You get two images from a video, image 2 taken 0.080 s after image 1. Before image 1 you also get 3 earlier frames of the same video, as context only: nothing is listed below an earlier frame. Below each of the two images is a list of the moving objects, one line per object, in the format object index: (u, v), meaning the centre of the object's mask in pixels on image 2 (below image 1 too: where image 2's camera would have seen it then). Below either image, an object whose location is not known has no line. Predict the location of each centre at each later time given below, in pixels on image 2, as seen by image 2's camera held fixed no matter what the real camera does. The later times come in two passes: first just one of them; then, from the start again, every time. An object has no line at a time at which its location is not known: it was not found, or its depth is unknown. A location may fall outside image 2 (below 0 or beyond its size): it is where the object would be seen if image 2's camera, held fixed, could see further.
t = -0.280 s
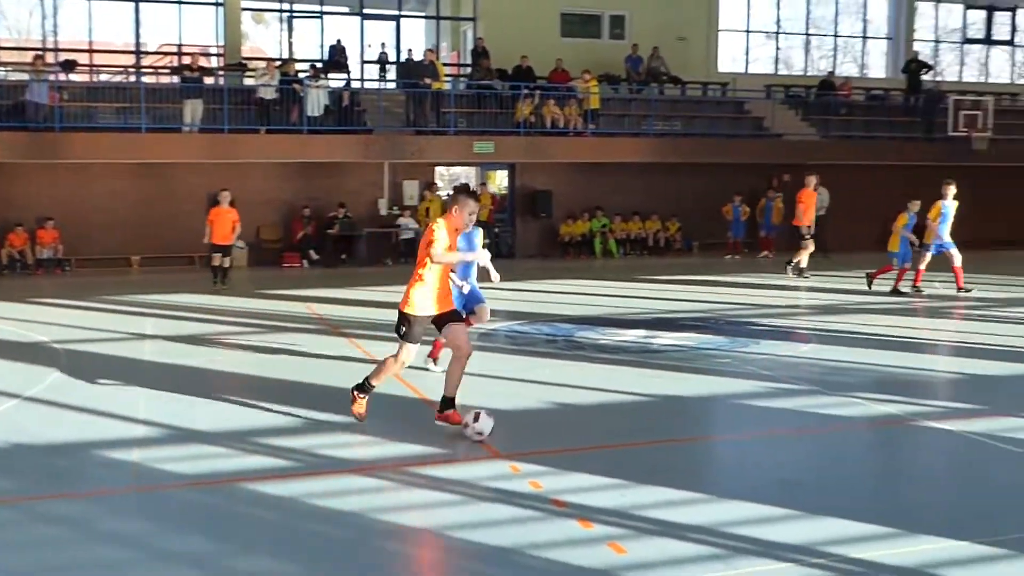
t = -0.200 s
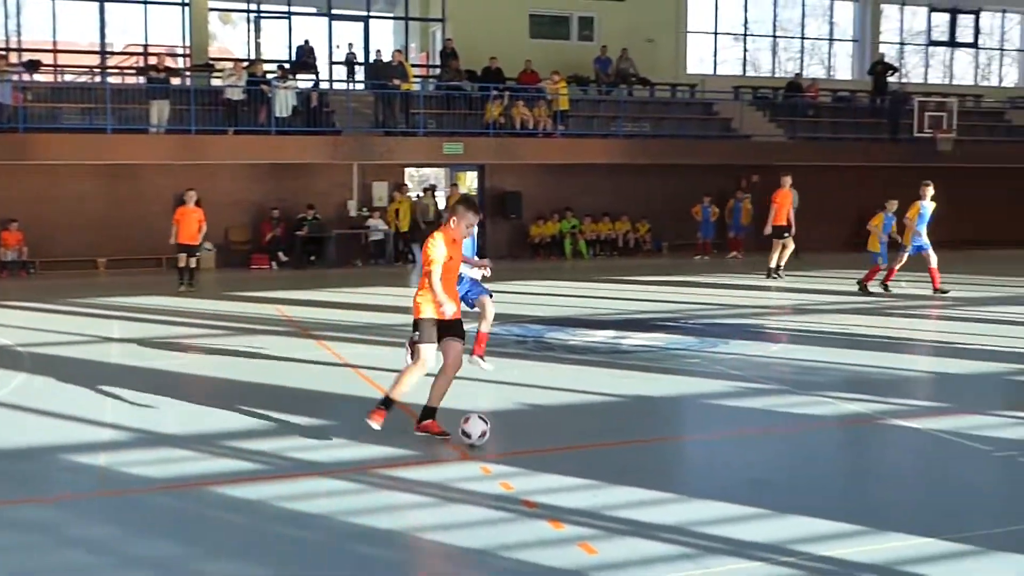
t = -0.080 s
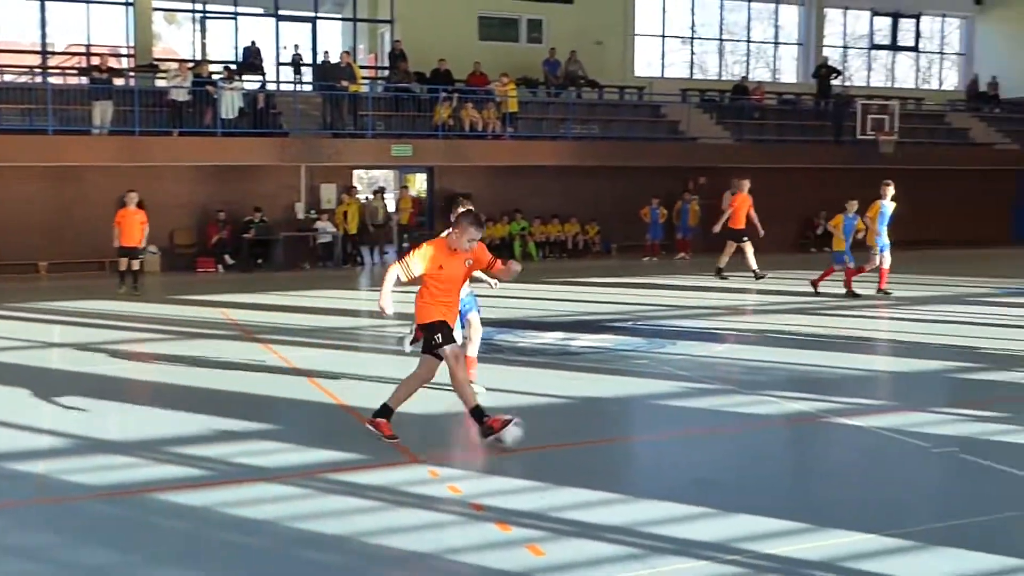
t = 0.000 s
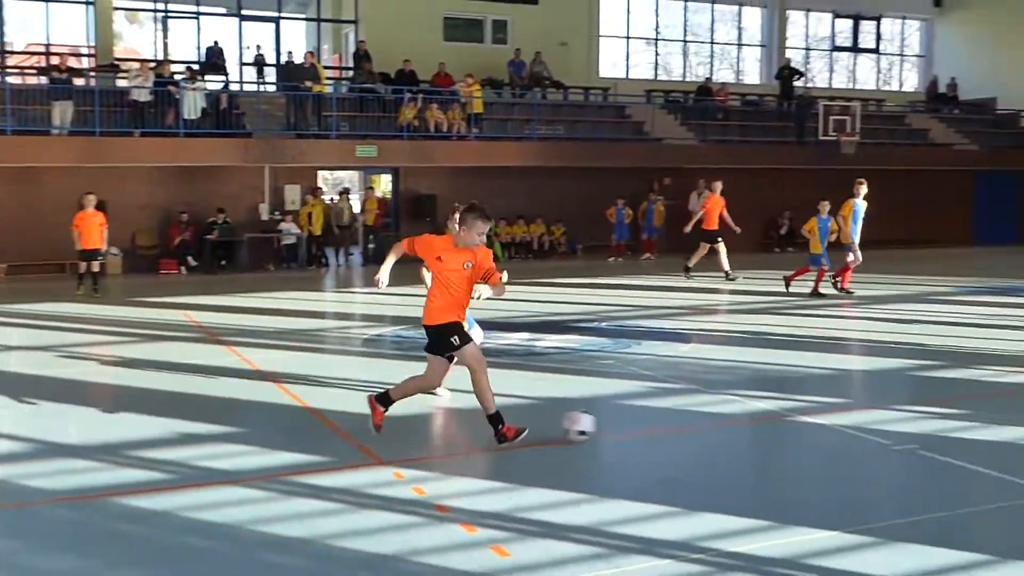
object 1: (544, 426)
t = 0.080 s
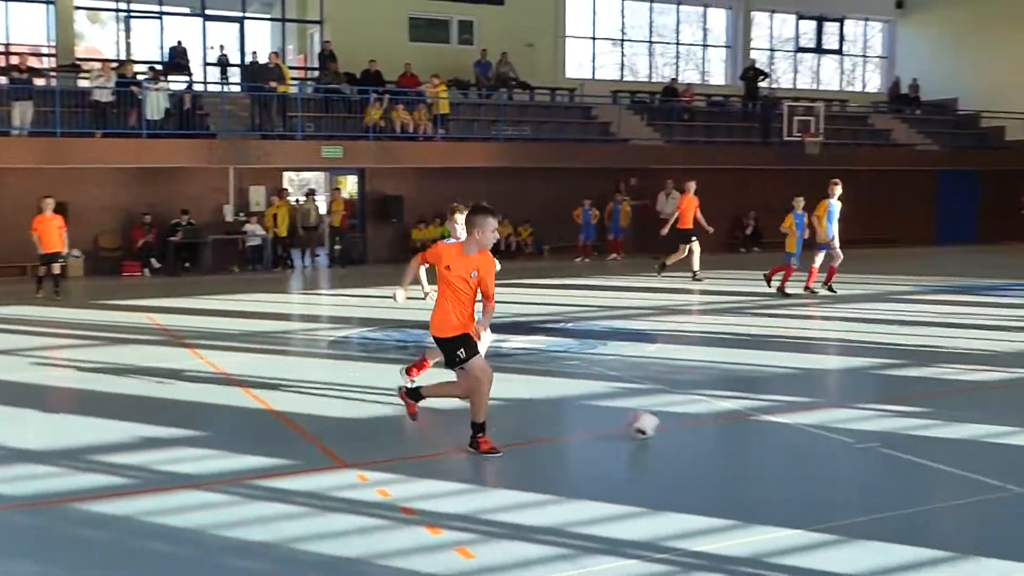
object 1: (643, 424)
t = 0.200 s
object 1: (776, 419)
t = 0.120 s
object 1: (688, 419)
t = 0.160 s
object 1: (733, 416)
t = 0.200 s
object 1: (776, 419)
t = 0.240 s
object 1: (815, 415)
